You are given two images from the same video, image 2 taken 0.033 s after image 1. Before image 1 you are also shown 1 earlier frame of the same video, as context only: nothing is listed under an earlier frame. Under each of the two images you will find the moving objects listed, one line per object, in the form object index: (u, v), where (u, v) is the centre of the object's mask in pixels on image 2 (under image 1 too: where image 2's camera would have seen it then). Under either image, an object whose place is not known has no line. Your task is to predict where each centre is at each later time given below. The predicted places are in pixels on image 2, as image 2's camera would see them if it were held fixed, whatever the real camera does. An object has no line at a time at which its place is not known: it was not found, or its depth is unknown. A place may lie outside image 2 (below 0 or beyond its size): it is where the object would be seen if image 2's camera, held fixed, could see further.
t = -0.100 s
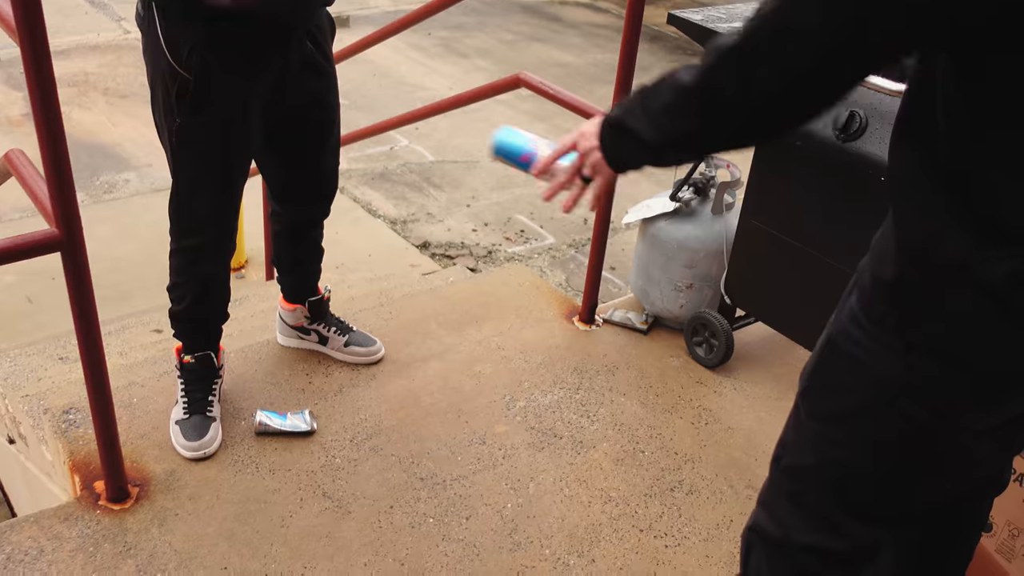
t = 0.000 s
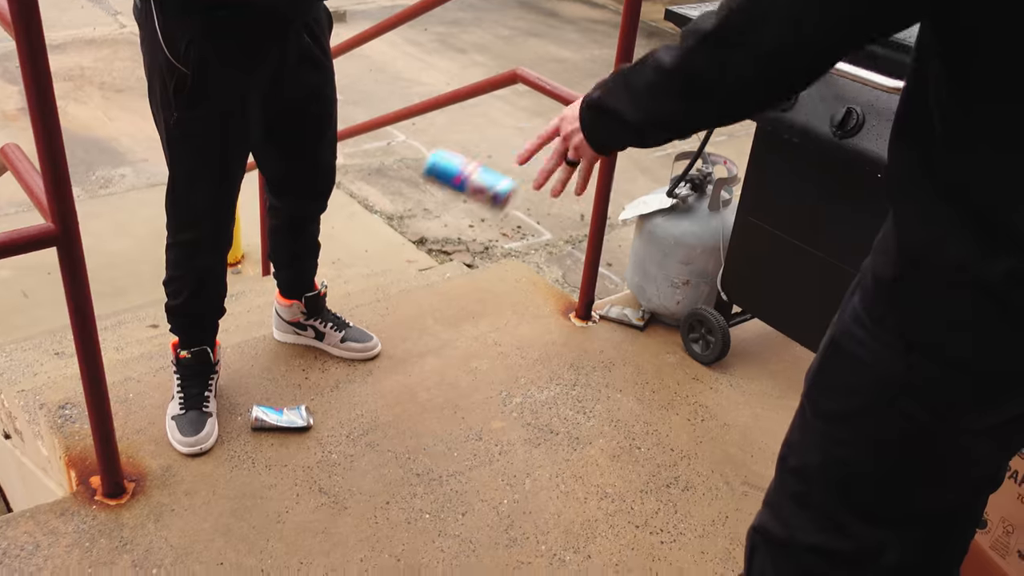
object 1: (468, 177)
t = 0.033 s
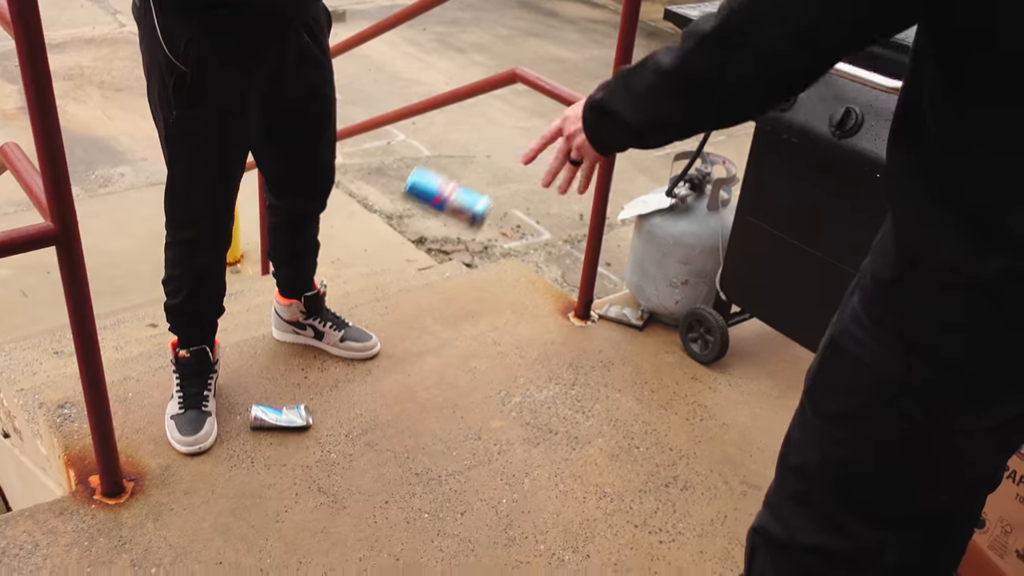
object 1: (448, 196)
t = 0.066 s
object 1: (427, 223)
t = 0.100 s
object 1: (411, 249)
